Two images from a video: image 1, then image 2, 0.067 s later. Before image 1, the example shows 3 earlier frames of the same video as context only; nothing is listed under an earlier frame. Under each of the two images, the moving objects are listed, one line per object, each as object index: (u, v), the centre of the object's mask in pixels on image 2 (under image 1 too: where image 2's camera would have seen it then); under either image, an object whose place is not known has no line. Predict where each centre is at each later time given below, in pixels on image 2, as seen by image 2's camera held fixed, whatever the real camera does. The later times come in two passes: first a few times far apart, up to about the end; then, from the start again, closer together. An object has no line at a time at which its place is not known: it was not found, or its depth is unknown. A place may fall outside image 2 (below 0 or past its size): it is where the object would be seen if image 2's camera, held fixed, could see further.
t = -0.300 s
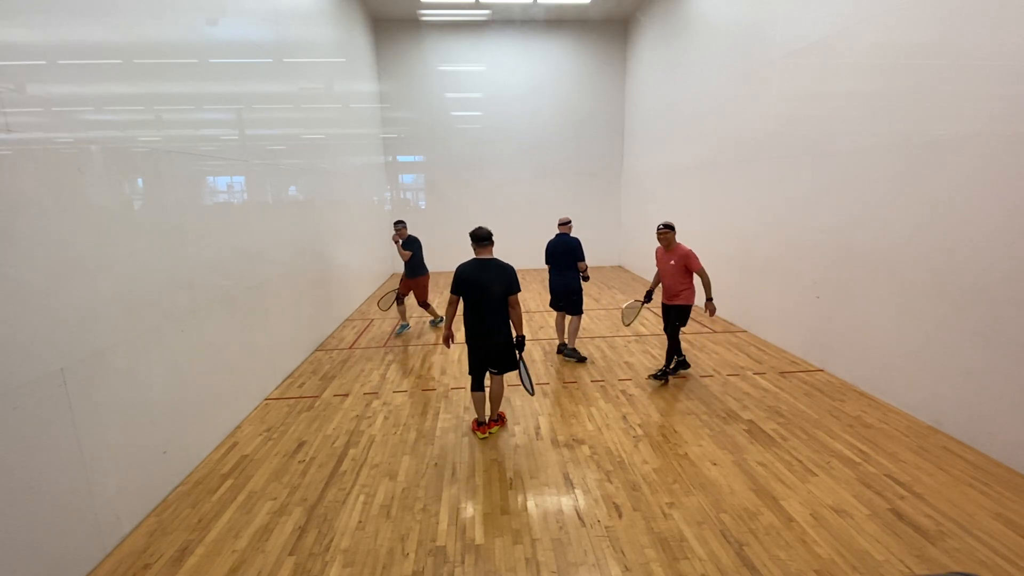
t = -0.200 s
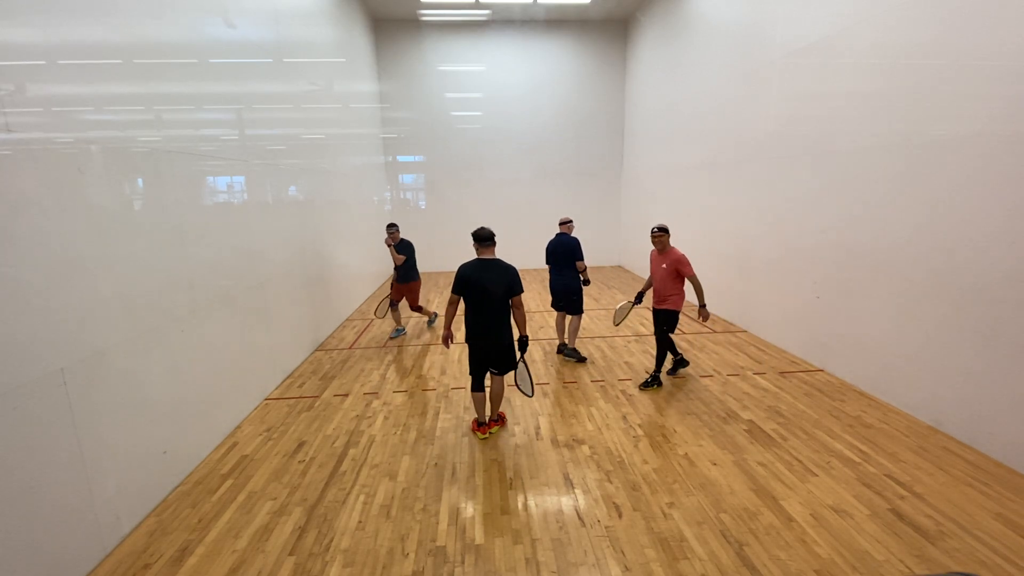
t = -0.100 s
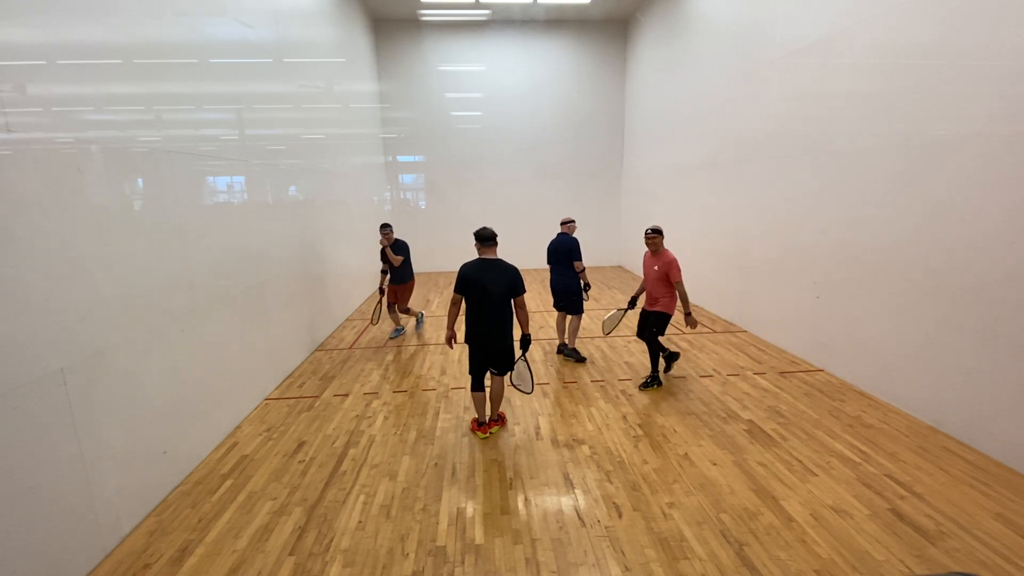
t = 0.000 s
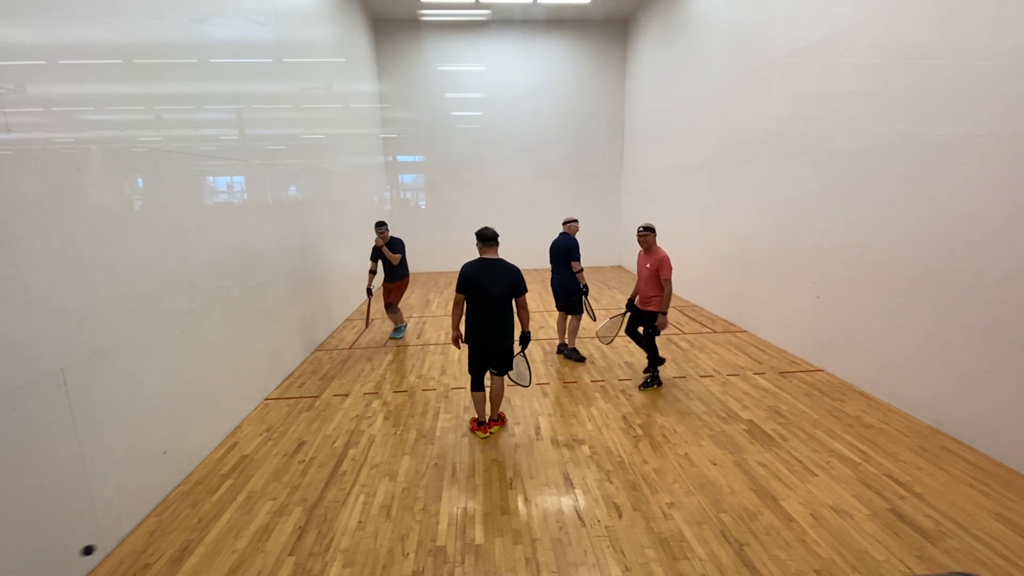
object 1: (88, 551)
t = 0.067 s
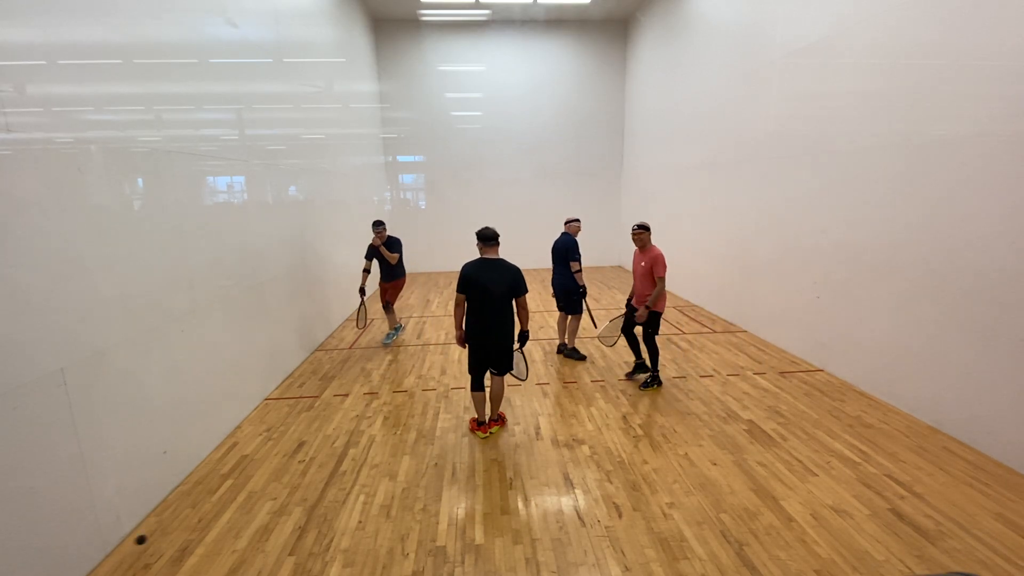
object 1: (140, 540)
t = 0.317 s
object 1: (220, 444)
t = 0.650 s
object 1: (299, 435)
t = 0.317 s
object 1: (220, 444)
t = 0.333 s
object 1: (225, 440)
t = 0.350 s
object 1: (229, 436)
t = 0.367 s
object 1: (233, 433)
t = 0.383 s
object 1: (237, 431)
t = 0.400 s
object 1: (241, 428)
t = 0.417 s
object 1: (245, 426)
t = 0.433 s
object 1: (249, 425)
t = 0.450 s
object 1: (254, 424)
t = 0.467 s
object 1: (258, 423)
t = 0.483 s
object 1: (262, 422)
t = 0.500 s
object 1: (266, 422)
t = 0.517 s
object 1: (269, 423)
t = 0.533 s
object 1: (273, 423)
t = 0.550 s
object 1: (277, 424)
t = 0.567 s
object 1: (281, 425)
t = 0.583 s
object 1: (284, 426)
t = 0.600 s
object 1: (288, 428)
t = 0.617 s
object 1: (292, 430)
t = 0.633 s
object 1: (295, 432)
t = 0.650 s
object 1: (299, 435)
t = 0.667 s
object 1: (302, 438)
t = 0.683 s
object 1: (305, 433)
